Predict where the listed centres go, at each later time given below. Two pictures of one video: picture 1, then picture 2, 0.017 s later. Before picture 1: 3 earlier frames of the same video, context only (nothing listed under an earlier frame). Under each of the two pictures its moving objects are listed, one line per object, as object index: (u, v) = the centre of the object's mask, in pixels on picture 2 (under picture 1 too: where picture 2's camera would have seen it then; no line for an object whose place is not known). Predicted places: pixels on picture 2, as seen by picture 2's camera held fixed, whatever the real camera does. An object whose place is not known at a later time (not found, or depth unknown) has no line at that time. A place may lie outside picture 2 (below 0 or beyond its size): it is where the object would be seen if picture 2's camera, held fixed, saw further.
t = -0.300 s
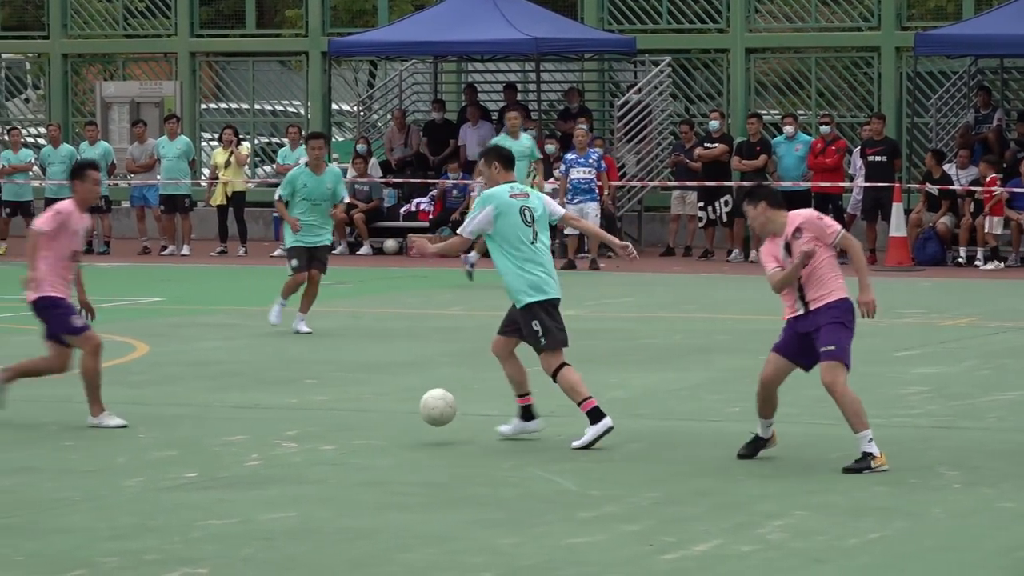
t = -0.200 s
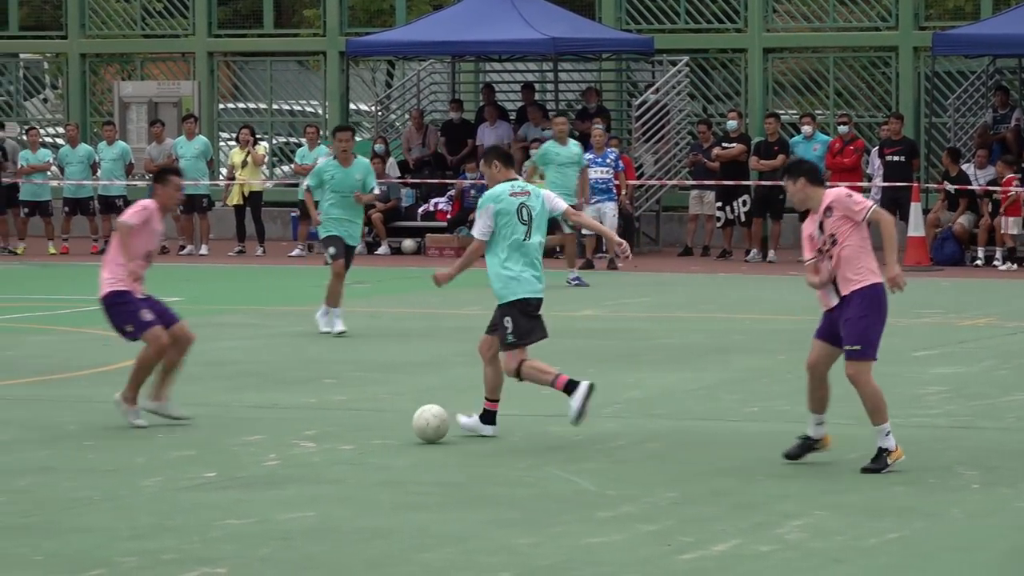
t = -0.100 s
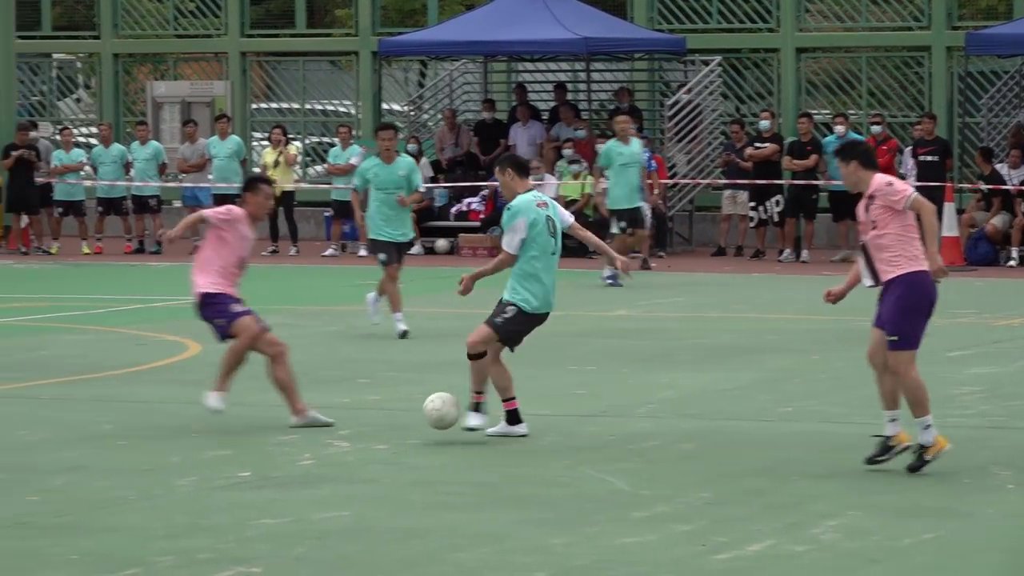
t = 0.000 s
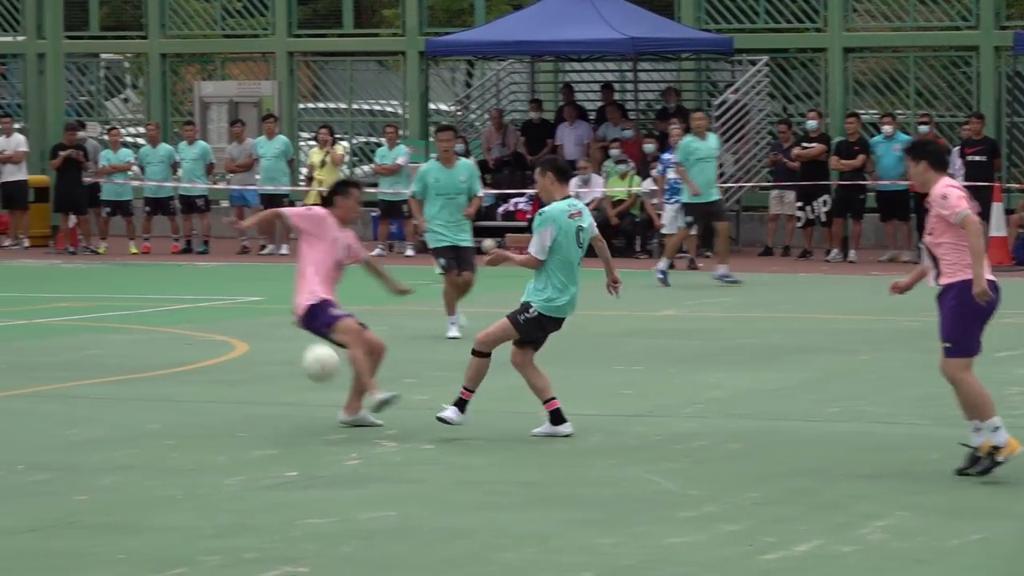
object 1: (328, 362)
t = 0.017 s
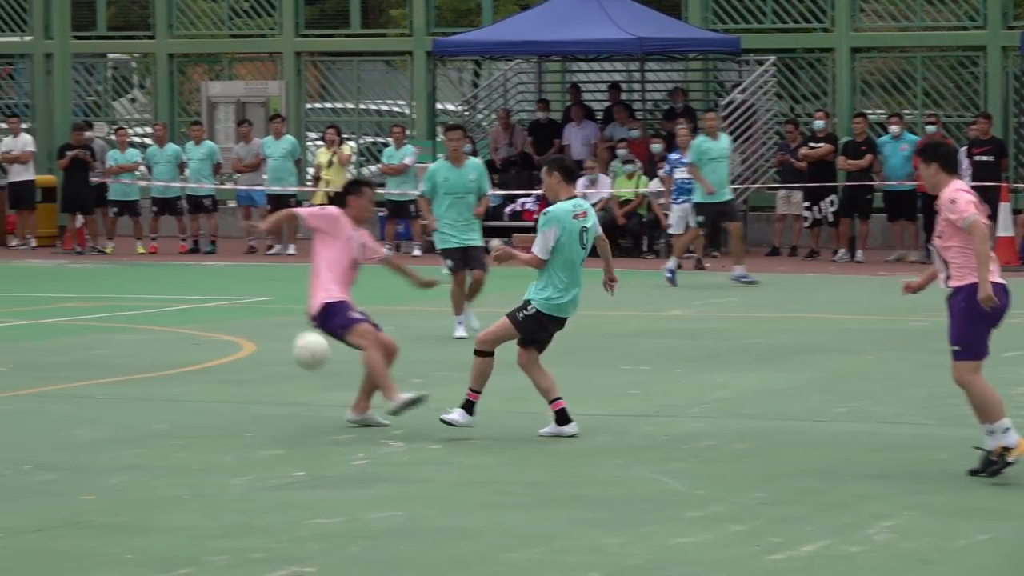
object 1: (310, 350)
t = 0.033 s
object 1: (293, 339)
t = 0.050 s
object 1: (277, 328)
